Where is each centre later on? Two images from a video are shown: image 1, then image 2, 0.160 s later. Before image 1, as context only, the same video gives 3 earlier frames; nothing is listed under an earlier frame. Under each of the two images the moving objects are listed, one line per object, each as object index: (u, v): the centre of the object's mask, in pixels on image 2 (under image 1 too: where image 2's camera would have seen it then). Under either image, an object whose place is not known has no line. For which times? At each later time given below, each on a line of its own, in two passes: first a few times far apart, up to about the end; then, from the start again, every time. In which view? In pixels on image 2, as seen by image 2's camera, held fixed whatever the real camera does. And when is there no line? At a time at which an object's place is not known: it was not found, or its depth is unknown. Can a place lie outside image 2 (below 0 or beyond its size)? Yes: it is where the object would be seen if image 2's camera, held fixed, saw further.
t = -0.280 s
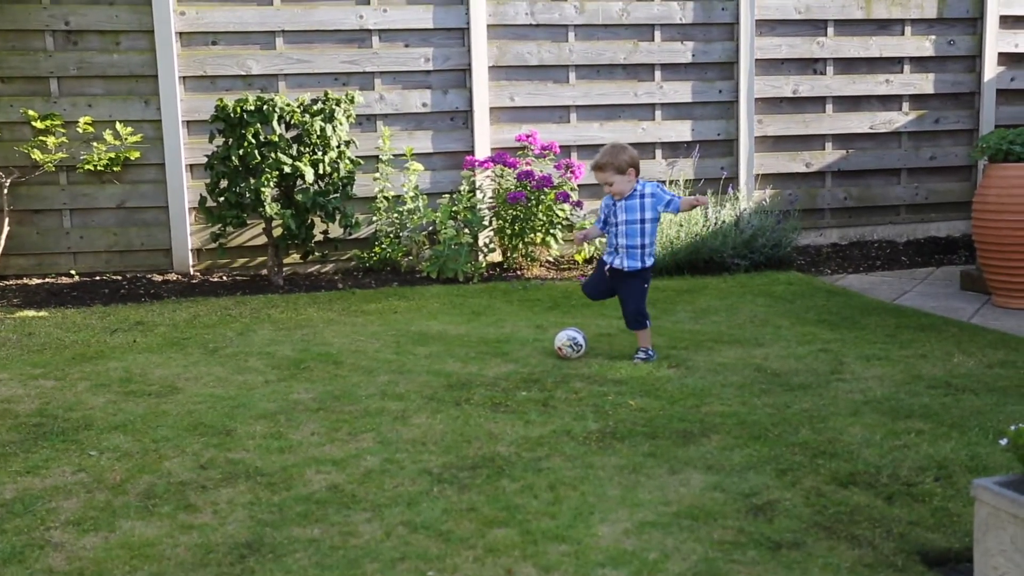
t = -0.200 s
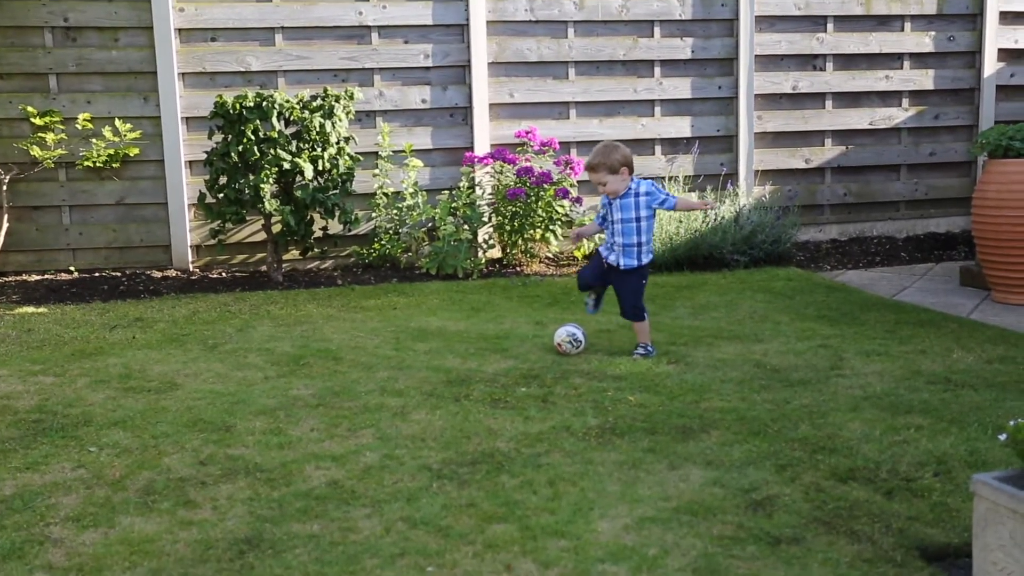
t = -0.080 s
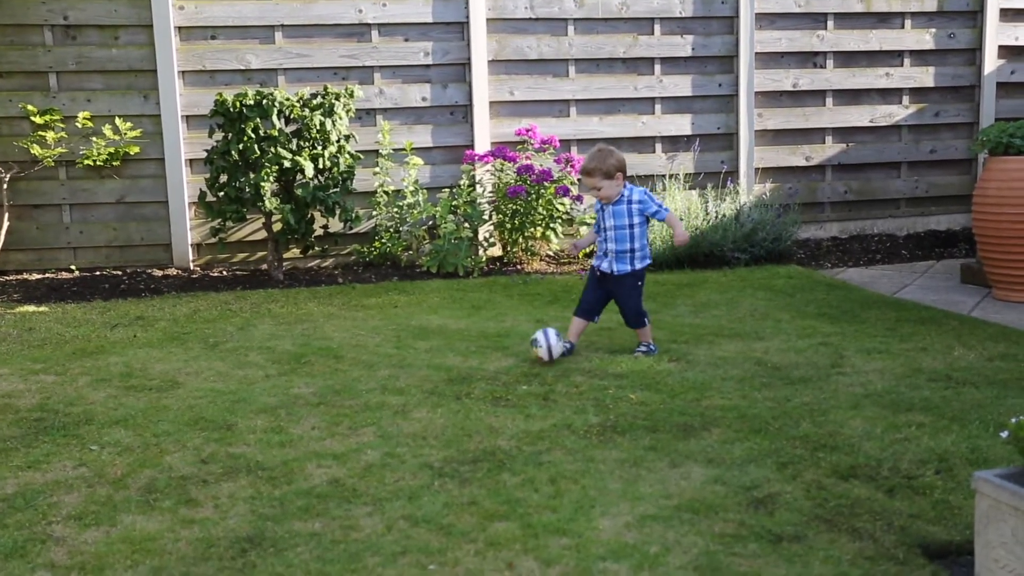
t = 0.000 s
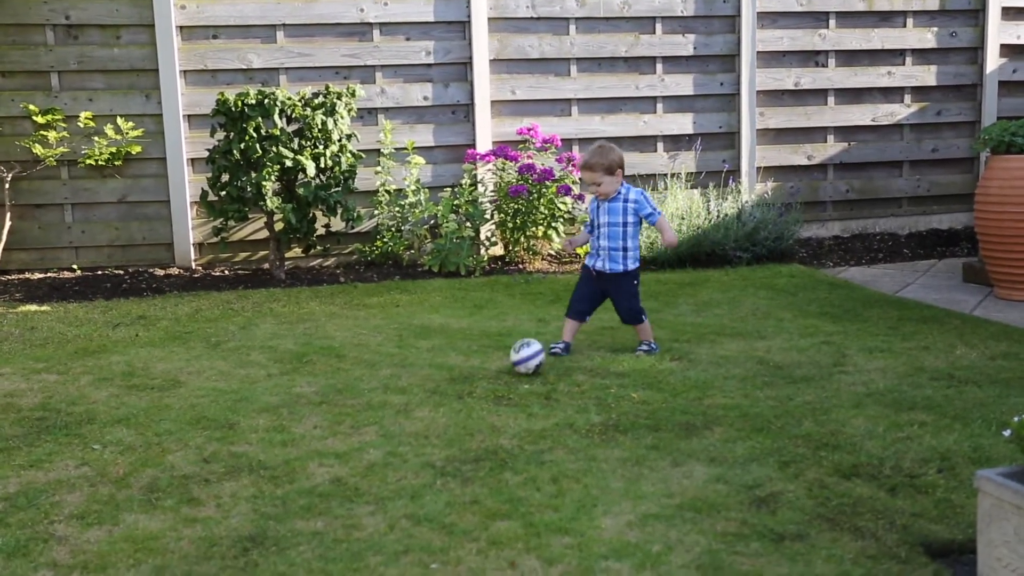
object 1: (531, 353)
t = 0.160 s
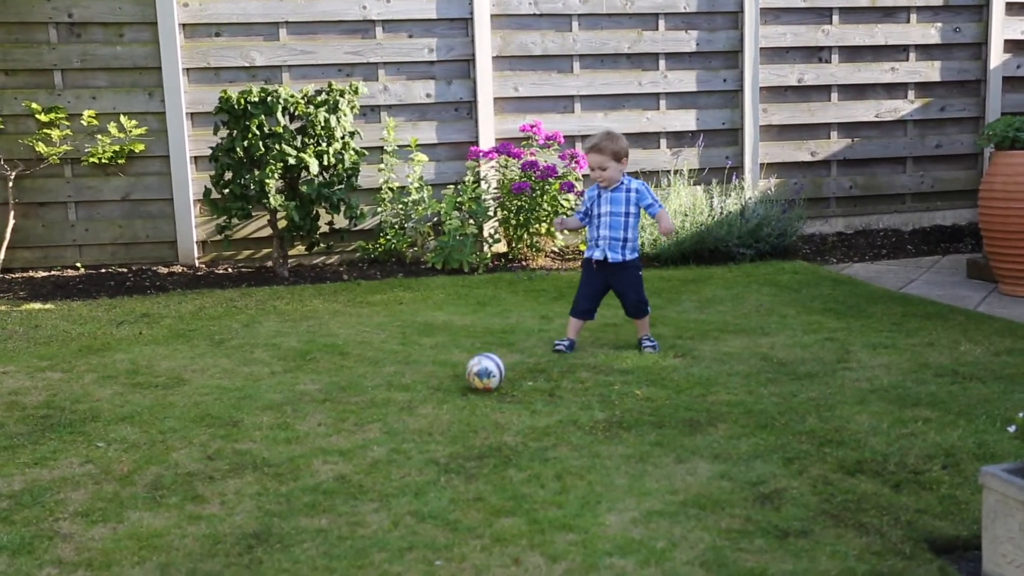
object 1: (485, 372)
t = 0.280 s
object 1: (449, 387)
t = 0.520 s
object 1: (375, 416)
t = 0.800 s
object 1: (286, 452)
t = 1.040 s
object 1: (204, 483)
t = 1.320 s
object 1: (97, 528)
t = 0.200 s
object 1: (473, 375)
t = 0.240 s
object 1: (460, 382)
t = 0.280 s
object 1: (449, 387)
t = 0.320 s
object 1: (437, 391)
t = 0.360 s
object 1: (426, 395)
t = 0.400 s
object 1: (413, 401)
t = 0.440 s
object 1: (400, 405)
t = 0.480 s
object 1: (387, 411)
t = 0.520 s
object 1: (375, 416)
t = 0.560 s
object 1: (364, 420)
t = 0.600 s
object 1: (352, 424)
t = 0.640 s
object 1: (338, 431)
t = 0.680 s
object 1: (325, 435)
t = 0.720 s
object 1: (311, 439)
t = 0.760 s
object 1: (299, 446)
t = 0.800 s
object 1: (286, 452)
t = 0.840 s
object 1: (273, 457)
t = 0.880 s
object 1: (259, 461)
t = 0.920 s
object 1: (245, 466)
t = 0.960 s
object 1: (231, 472)
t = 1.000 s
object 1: (217, 477)
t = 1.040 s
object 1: (204, 483)
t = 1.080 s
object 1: (190, 490)
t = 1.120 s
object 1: (175, 496)
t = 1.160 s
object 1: (161, 501)
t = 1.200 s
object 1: (145, 508)
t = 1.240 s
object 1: (130, 516)
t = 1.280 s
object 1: (113, 522)
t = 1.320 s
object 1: (97, 528)
